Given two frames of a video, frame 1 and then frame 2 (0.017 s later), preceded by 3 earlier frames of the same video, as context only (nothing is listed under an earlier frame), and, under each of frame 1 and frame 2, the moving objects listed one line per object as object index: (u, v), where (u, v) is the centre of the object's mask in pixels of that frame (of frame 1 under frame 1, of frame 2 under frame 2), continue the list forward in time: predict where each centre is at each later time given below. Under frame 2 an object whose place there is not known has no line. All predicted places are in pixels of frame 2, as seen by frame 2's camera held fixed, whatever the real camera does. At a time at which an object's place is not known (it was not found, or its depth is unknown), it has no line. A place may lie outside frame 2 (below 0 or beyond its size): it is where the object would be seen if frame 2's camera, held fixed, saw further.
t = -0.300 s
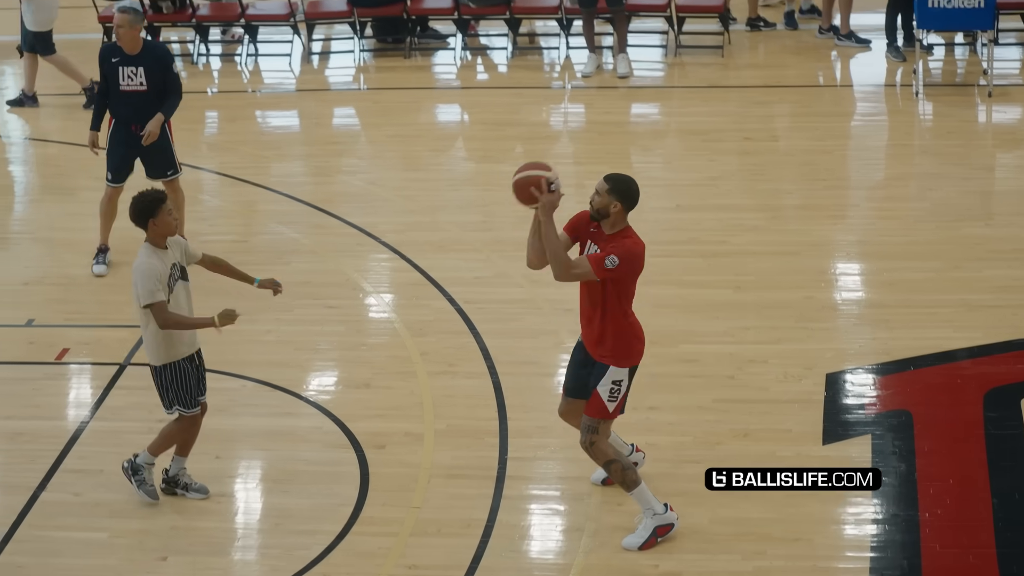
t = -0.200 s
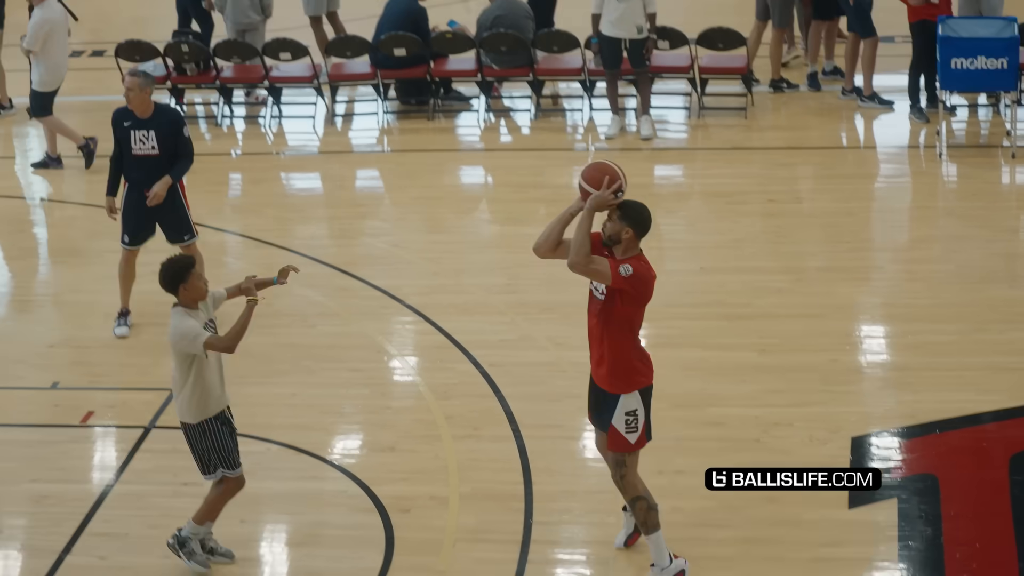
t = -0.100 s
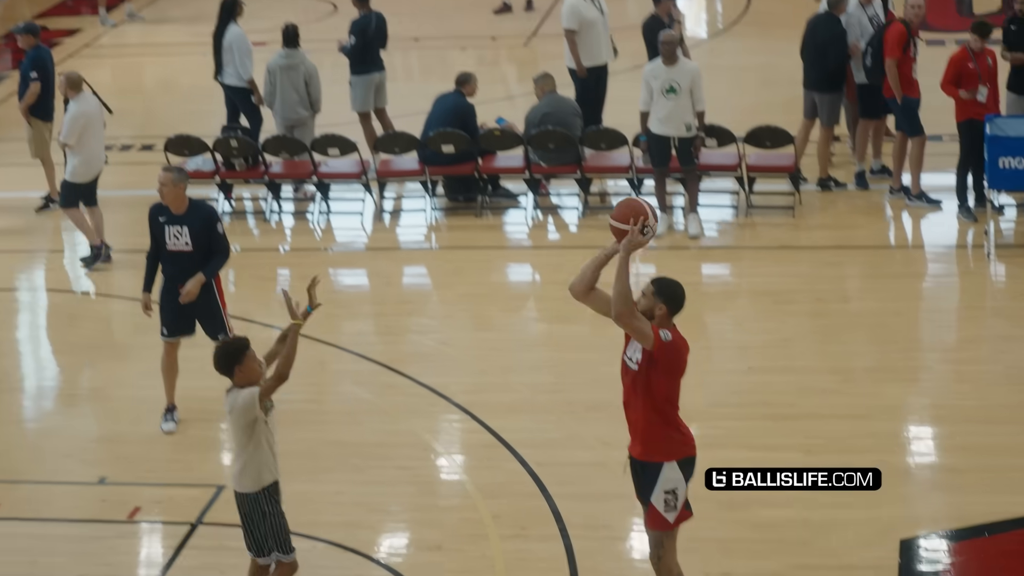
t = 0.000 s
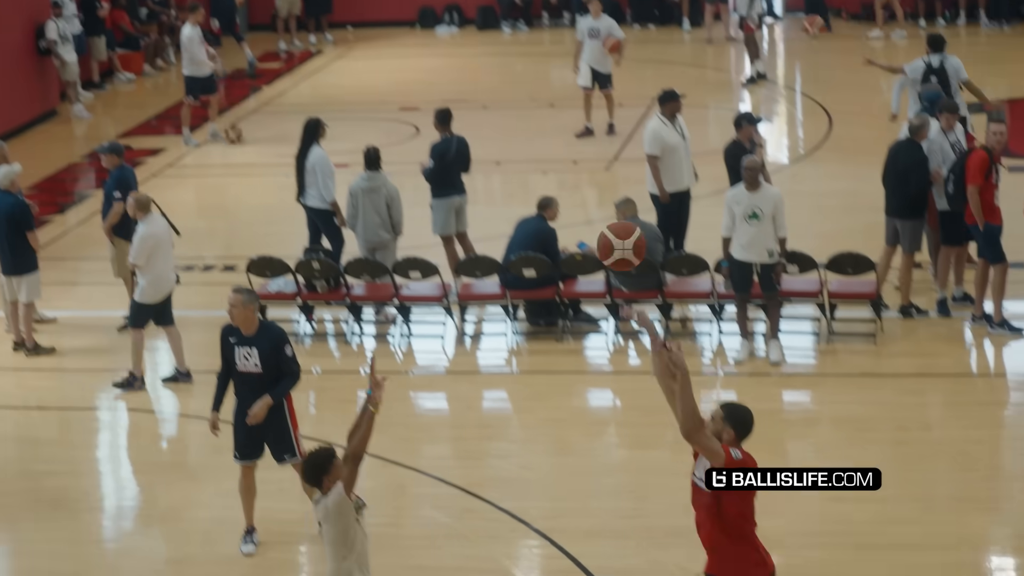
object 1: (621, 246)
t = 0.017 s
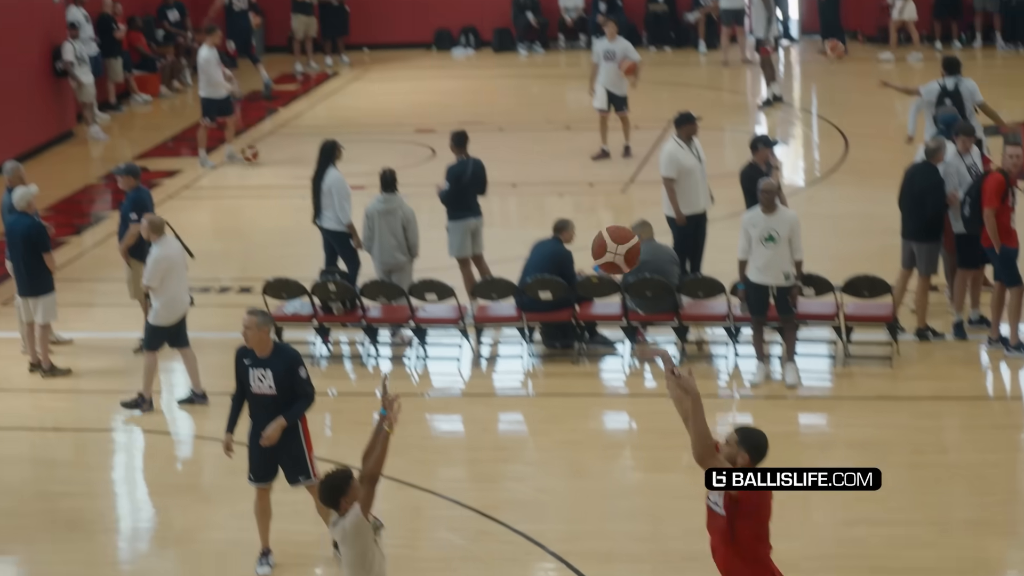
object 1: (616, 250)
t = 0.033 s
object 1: (594, 231)
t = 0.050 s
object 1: (572, 215)
